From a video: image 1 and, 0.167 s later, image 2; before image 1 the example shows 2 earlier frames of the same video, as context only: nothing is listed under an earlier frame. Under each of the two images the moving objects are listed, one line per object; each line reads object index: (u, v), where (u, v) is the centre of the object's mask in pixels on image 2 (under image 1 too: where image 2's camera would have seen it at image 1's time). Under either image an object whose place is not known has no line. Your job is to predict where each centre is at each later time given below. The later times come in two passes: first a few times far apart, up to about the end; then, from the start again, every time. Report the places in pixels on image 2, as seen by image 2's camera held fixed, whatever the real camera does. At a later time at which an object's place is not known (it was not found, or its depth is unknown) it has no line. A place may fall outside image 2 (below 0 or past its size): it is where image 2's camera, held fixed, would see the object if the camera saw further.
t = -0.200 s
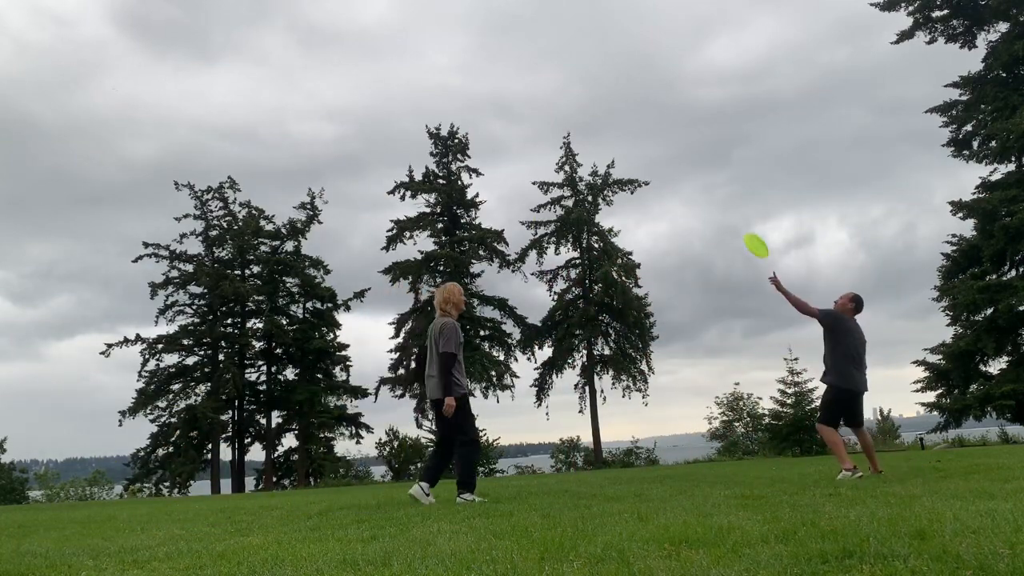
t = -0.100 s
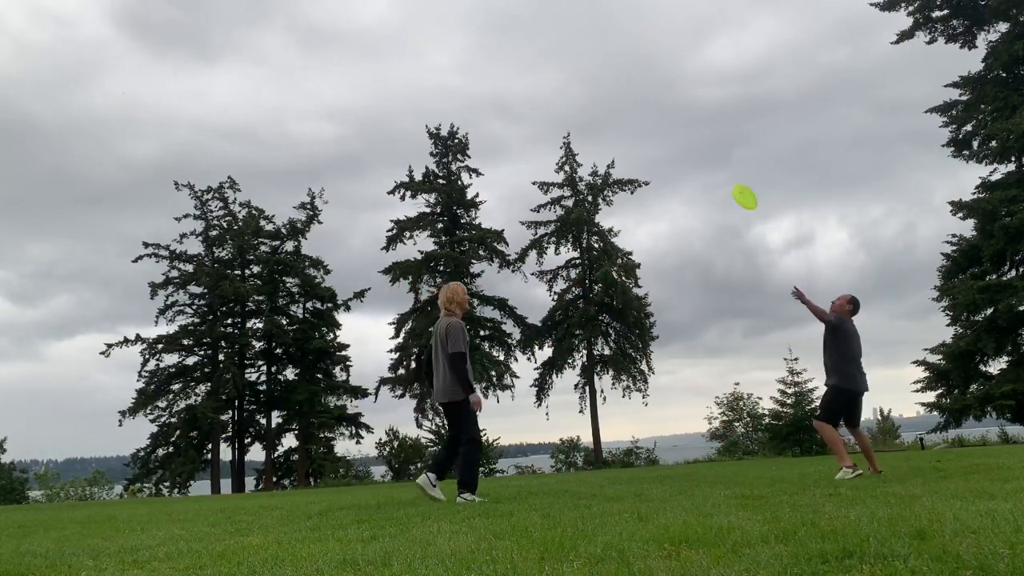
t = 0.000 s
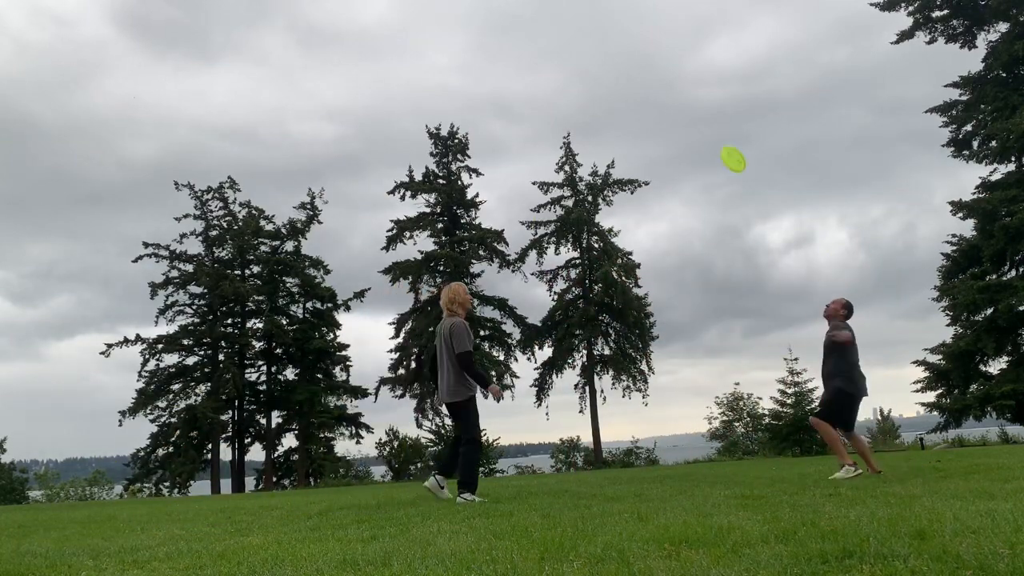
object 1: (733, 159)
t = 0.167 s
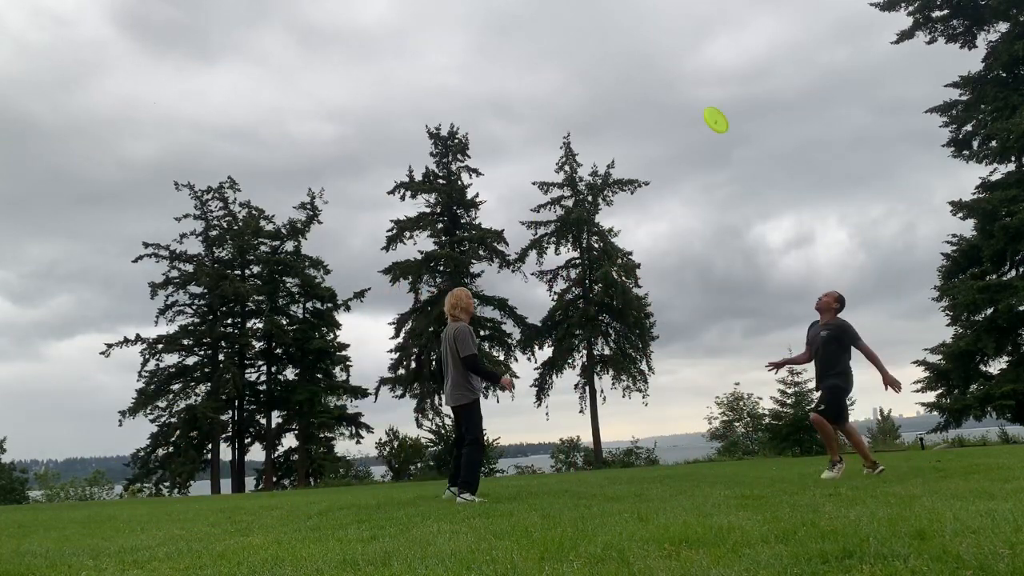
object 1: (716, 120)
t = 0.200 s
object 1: (712, 115)
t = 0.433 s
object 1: (696, 115)
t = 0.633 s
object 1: (694, 159)
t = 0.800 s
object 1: (711, 225)
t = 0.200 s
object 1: (712, 115)
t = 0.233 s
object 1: (709, 111)
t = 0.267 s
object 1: (707, 109)
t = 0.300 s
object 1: (704, 108)
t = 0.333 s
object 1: (702, 109)
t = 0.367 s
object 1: (699, 109)
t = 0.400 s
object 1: (697, 111)
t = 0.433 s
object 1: (696, 115)
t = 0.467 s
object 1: (694, 119)
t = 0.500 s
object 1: (693, 125)
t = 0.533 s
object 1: (693, 132)
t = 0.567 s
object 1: (693, 140)
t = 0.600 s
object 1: (693, 148)
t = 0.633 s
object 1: (694, 159)
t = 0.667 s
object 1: (696, 170)
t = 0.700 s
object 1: (698, 182)
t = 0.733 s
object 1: (702, 195)
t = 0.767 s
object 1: (706, 210)
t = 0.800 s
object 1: (711, 225)
